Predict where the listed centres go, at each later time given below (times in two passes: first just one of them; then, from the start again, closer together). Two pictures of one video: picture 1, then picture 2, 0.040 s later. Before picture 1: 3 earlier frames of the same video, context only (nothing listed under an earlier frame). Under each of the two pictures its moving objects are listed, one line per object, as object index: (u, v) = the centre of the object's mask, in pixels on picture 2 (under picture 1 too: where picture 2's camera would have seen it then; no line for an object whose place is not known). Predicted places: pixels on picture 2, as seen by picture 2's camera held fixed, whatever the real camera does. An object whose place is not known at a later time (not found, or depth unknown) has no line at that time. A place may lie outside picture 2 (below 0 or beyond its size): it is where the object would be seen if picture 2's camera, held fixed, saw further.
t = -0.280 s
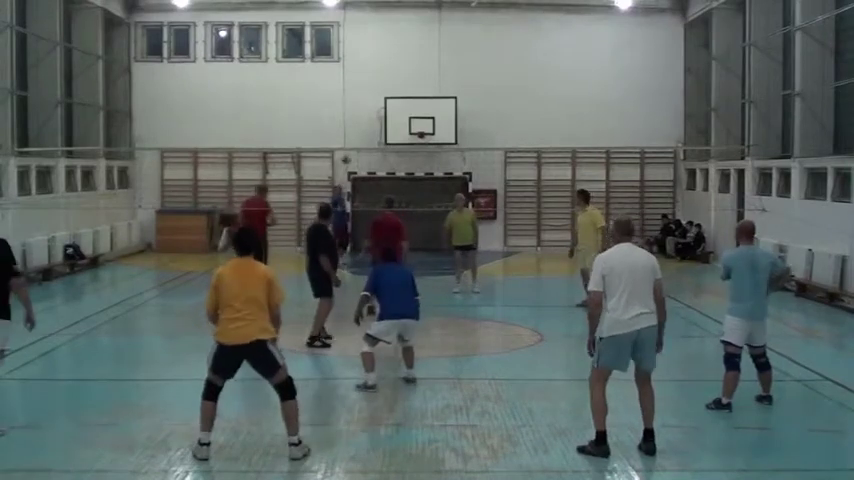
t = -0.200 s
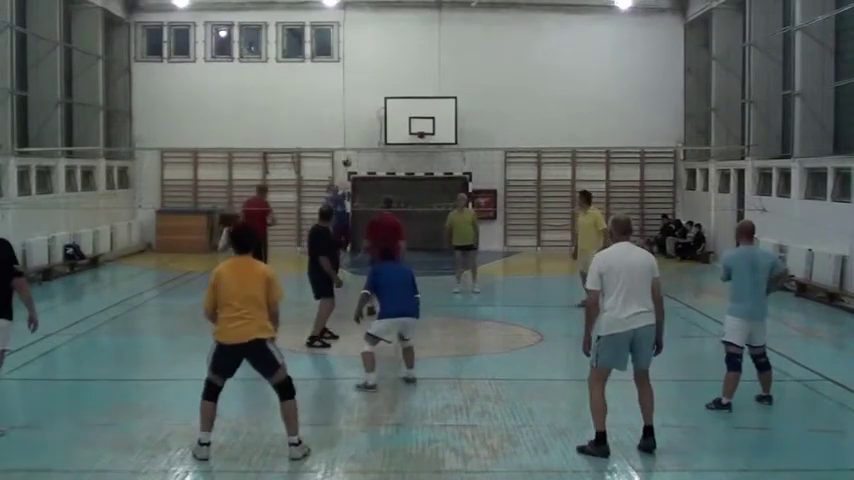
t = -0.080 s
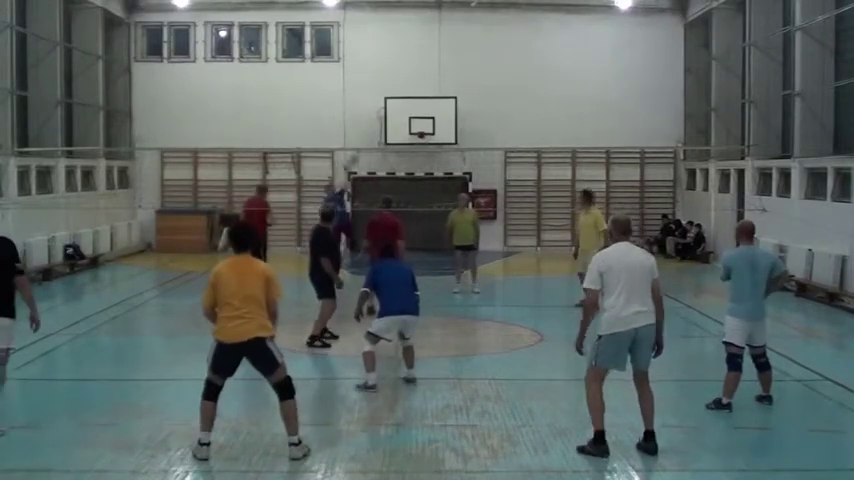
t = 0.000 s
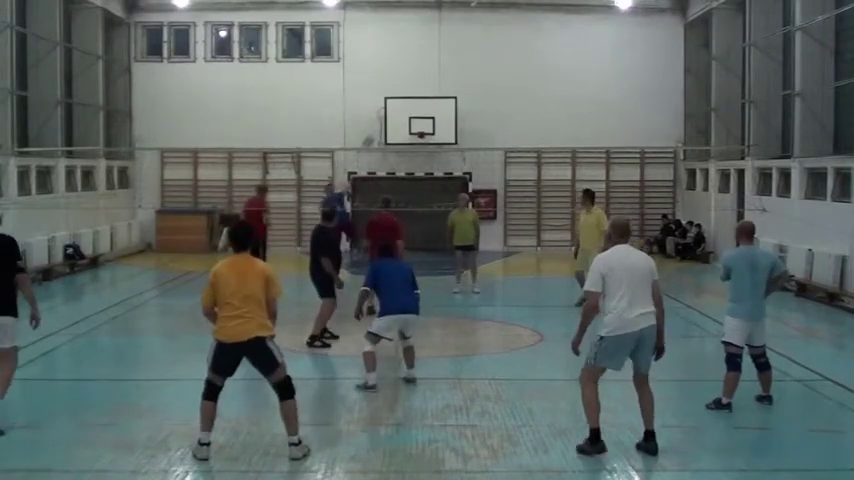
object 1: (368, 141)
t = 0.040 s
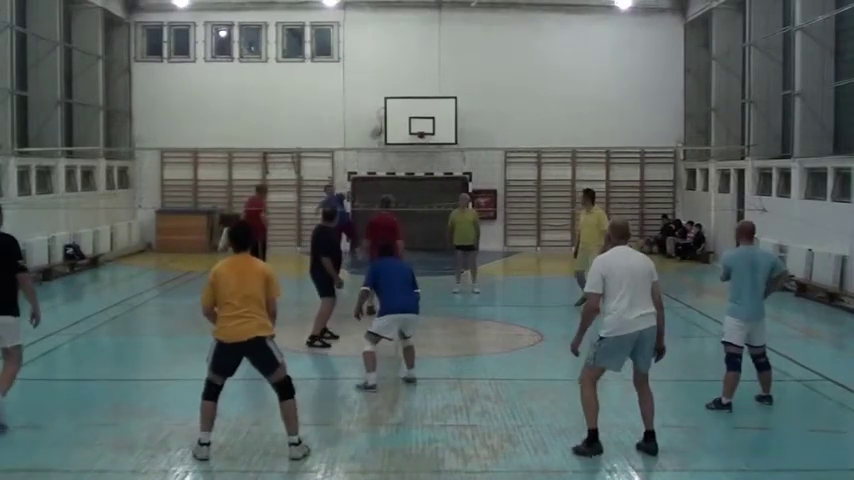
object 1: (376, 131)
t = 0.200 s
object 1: (414, 102)
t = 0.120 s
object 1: (394, 116)
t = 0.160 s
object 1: (404, 109)
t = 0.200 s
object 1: (414, 102)
